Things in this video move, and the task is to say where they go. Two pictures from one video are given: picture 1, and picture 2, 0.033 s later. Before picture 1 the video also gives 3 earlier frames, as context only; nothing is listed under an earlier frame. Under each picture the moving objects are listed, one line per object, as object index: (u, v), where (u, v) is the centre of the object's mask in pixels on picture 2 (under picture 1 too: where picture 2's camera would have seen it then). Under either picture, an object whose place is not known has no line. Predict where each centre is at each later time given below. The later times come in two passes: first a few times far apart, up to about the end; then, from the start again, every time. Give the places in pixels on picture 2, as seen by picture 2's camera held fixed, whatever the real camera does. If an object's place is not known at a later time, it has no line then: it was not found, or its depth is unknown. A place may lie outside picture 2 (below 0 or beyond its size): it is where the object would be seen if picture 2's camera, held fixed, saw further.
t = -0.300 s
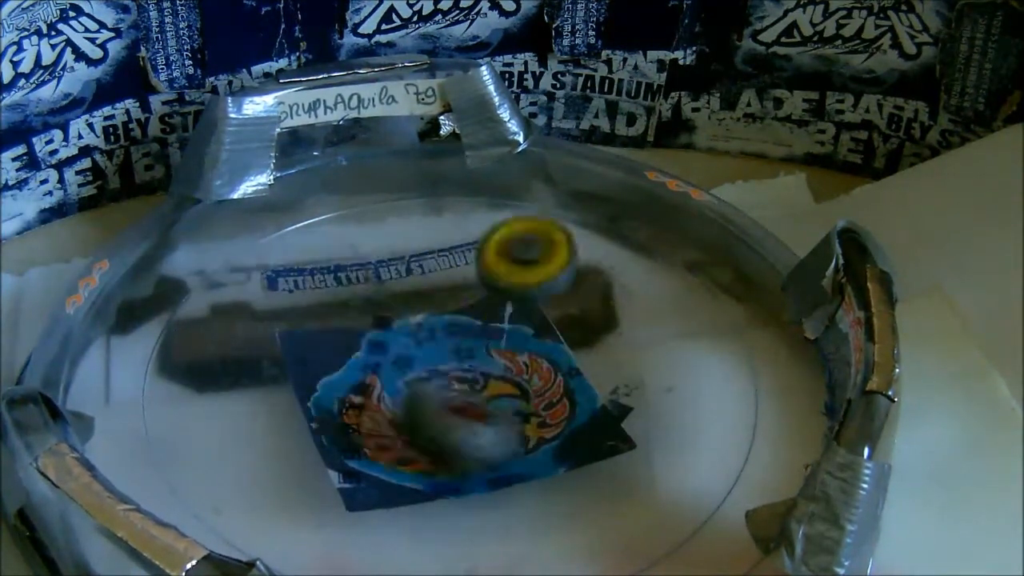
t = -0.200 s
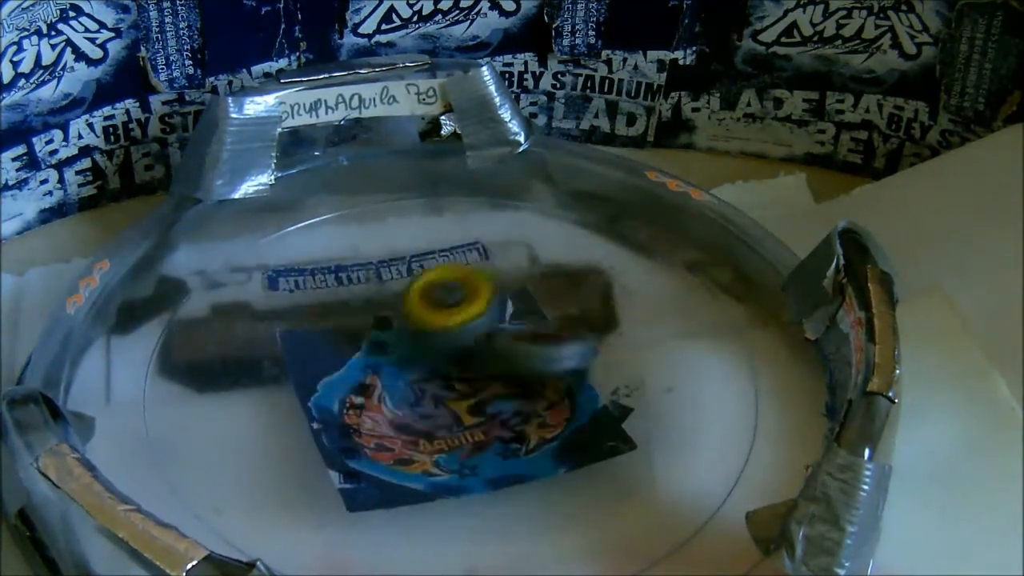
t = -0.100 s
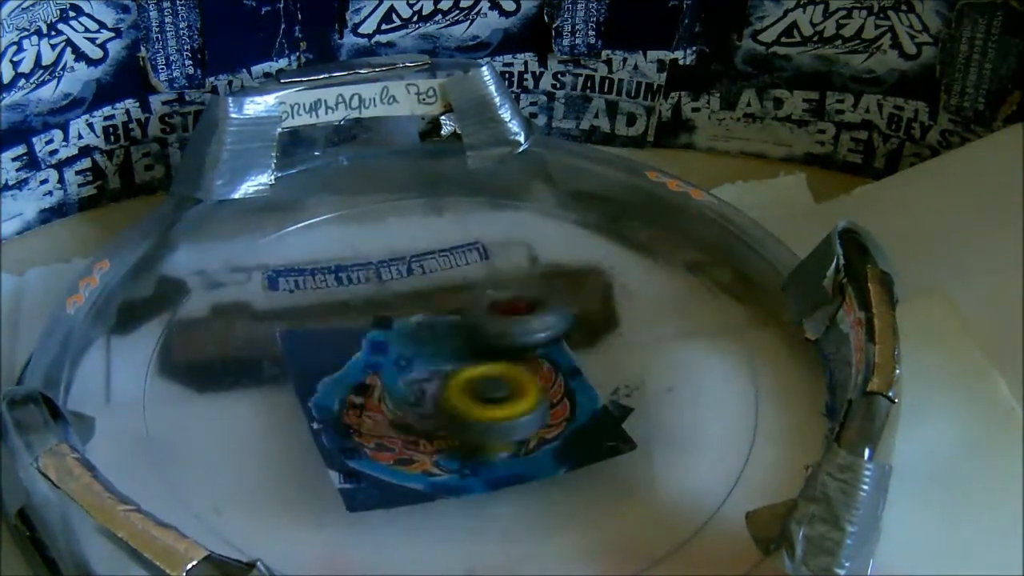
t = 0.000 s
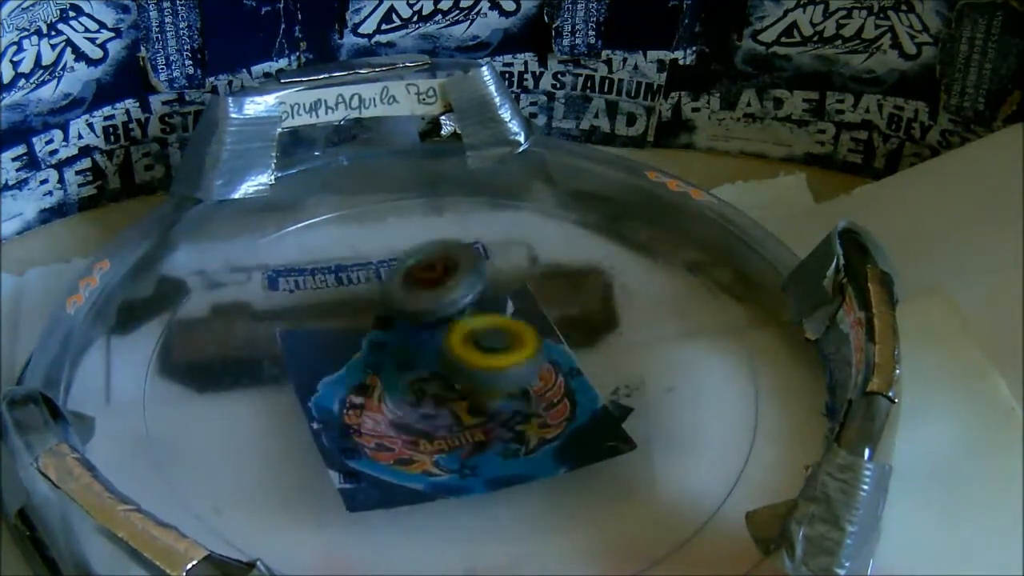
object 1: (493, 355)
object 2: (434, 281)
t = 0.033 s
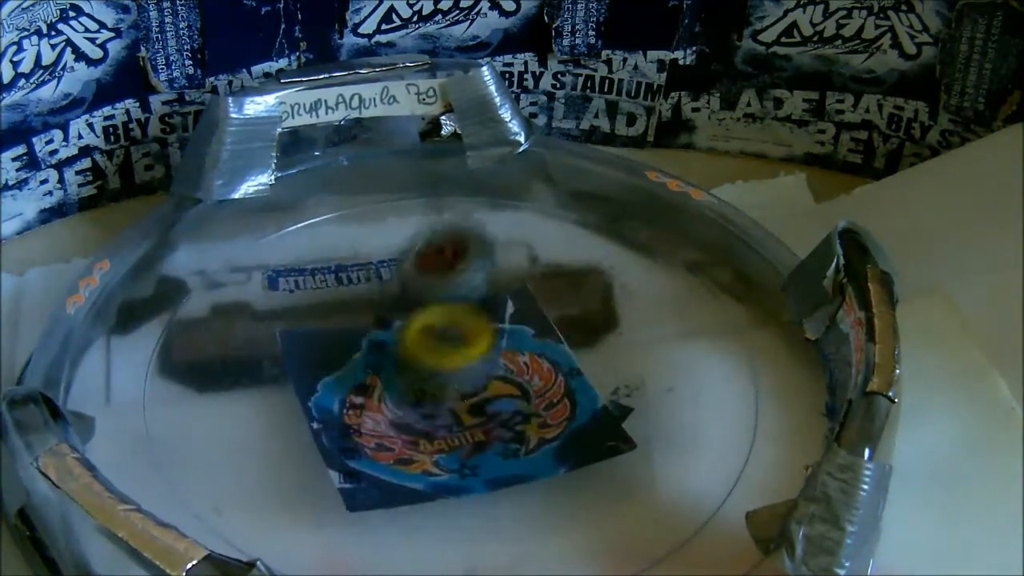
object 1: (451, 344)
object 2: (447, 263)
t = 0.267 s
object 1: (491, 323)
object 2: (390, 384)
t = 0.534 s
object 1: (462, 347)
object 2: (498, 284)
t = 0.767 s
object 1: (505, 305)
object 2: (403, 373)
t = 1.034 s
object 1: (450, 350)
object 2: (447, 282)
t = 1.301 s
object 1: (450, 308)
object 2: (518, 359)
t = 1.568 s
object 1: (460, 338)
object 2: (365, 364)
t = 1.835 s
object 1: (461, 342)
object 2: (489, 286)
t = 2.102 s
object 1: (450, 300)
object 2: (480, 371)
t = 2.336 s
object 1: (416, 358)
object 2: (360, 269)
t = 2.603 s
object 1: (452, 326)
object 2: (552, 318)
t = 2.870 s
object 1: (488, 315)
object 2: (434, 386)
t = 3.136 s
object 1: (429, 344)
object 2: (333, 353)
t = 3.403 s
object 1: (394, 296)
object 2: (468, 372)
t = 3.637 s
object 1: (400, 297)
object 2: (468, 372)
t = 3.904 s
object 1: (430, 311)
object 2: (459, 382)
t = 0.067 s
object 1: (418, 392)
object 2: (451, 223)
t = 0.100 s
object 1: (426, 383)
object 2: (442, 226)
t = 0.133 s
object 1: (450, 354)
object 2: (422, 273)
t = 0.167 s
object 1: (467, 343)
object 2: (392, 320)
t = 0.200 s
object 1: (494, 366)
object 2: (390, 343)
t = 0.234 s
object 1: (486, 357)
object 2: (391, 365)
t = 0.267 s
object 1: (491, 323)
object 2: (390, 384)
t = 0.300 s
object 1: (483, 296)
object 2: (409, 393)
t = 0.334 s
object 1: (457, 292)
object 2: (445, 387)
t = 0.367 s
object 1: (436, 294)
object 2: (484, 374)
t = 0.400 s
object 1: (428, 306)
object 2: (517, 356)
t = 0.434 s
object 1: (431, 319)
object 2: (534, 340)
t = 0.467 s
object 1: (442, 336)
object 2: (535, 319)
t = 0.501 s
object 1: (454, 345)
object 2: (525, 299)
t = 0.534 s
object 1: (462, 347)
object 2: (498, 284)
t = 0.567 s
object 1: (461, 344)
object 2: (452, 281)
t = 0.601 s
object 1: (456, 364)
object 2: (415, 278)
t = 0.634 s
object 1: (472, 400)
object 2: (383, 272)
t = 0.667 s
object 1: (500, 408)
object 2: (380, 300)
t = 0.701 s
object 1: (499, 387)
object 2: (388, 331)
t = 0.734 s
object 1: (492, 344)
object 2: (398, 360)
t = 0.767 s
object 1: (505, 305)
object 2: (403, 373)
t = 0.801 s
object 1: (480, 288)
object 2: (436, 379)
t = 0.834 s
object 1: (454, 280)
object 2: (475, 373)
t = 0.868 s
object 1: (444, 282)
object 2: (508, 353)
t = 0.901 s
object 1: (441, 299)
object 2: (527, 338)
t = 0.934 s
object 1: (448, 318)
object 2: (533, 320)
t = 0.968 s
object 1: (445, 336)
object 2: (520, 295)
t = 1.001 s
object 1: (450, 352)
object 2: (488, 283)
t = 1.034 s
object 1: (450, 350)
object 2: (447, 282)
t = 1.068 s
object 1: (445, 353)
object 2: (408, 286)
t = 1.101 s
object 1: (449, 347)
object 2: (376, 316)
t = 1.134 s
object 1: (466, 345)
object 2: (364, 340)
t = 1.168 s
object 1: (480, 334)
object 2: (365, 364)
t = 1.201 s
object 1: (473, 318)
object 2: (393, 377)
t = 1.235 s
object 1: (464, 306)
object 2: (439, 381)
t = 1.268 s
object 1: (459, 307)
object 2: (483, 377)
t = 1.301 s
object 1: (450, 308)
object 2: (518, 359)
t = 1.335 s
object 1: (446, 317)
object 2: (536, 340)
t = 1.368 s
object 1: (445, 328)
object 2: (532, 314)
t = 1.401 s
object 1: (447, 333)
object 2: (510, 292)
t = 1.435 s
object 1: (449, 338)
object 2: (468, 280)
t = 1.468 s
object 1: (452, 337)
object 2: (420, 283)
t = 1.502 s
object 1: (472, 350)
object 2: (377, 310)
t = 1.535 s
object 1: (470, 350)
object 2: (363, 334)
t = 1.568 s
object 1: (460, 338)
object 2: (365, 364)
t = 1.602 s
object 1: (447, 323)
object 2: (392, 387)
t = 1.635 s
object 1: (438, 309)
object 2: (436, 393)
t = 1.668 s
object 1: (429, 303)
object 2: (484, 383)
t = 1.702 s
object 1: (430, 305)
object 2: (521, 359)
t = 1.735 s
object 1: (438, 312)
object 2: (552, 338)
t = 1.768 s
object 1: (449, 321)
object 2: (555, 319)
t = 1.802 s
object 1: (459, 328)
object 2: (537, 302)
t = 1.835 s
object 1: (461, 342)
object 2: (489, 286)
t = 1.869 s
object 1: (457, 350)
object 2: (429, 287)
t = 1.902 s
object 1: (450, 353)
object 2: (383, 299)
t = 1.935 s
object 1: (444, 348)
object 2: (347, 317)
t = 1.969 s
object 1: (440, 335)
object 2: (333, 331)
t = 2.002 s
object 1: (434, 322)
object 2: (346, 349)
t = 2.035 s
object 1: (433, 310)
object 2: (376, 369)
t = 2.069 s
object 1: (439, 298)
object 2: (422, 377)
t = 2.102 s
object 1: (450, 300)
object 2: (480, 371)
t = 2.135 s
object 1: (448, 289)
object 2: (533, 359)
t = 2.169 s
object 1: (401, 269)
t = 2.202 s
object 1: (395, 273)
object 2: (568, 318)
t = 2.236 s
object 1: (411, 294)
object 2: (505, 316)
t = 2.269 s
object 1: (381, 328)
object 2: (465, 290)
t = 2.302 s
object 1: (390, 347)
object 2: (406, 268)
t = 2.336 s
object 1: (416, 358)
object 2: (360, 269)
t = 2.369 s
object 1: (434, 354)
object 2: (346, 289)
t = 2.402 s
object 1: (448, 345)
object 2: (354, 333)
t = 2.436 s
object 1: (464, 326)
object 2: (374, 379)
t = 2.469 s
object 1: (467, 307)
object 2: (398, 398)
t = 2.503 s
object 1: (462, 298)
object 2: (444, 399)
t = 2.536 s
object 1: (459, 301)
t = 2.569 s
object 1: (456, 314)
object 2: (542, 350)
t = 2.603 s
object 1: (452, 326)
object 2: (552, 318)
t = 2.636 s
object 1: (446, 338)
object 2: (534, 315)
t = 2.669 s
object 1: (437, 341)
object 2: (489, 300)
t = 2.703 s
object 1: (420, 359)
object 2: (421, 287)
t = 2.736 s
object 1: (411, 364)
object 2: (377, 292)
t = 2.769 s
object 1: (414, 355)
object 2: (356, 316)
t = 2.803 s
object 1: (468, 355)
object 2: (350, 349)
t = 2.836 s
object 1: (480, 338)
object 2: (374, 374)
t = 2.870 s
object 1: (488, 315)
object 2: (434, 386)
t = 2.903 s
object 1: (506, 271)
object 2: (498, 392)
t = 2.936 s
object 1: (498, 269)
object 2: (554, 373)
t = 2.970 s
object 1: (480, 292)
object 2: (560, 347)
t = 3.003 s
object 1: (447, 317)
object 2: (536, 308)
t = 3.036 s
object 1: (411, 341)
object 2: (479, 294)
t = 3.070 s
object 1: (395, 352)
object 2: (405, 295)
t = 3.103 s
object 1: (402, 349)
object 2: (337, 318)
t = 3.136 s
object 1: (429, 344)
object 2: (333, 353)
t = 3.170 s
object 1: (449, 328)
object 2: (359, 378)
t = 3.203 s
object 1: (486, 306)
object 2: (418, 384)
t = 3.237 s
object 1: (501, 295)
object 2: (490, 374)
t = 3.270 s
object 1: (498, 301)
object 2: (534, 366)
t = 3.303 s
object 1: (466, 301)
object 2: (548, 358)
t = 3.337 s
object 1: (435, 316)
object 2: (525, 357)
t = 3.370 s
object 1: (396, 301)
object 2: (497, 361)
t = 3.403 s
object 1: (394, 296)
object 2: (468, 372)
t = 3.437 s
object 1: (407, 292)
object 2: (467, 383)
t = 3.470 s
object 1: (424, 302)
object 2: (471, 383)
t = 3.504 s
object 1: (433, 296)
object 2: (483, 392)
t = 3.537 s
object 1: (432, 295)
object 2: (495, 392)
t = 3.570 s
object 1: (425, 309)
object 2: (480, 374)
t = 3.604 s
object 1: (391, 299)
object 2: (477, 375)
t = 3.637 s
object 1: (400, 297)
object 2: (468, 372)
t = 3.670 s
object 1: (413, 300)
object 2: (470, 373)
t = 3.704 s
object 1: (427, 302)
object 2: (465, 389)
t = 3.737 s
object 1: (432, 303)
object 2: (466, 395)
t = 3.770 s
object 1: (434, 309)
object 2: (463, 388)
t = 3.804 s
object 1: (436, 309)
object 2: (461, 384)
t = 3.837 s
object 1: (433, 312)
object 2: (455, 378)
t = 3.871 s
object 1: (430, 313)
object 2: (456, 383)
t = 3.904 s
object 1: (430, 311)
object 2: (459, 382)
